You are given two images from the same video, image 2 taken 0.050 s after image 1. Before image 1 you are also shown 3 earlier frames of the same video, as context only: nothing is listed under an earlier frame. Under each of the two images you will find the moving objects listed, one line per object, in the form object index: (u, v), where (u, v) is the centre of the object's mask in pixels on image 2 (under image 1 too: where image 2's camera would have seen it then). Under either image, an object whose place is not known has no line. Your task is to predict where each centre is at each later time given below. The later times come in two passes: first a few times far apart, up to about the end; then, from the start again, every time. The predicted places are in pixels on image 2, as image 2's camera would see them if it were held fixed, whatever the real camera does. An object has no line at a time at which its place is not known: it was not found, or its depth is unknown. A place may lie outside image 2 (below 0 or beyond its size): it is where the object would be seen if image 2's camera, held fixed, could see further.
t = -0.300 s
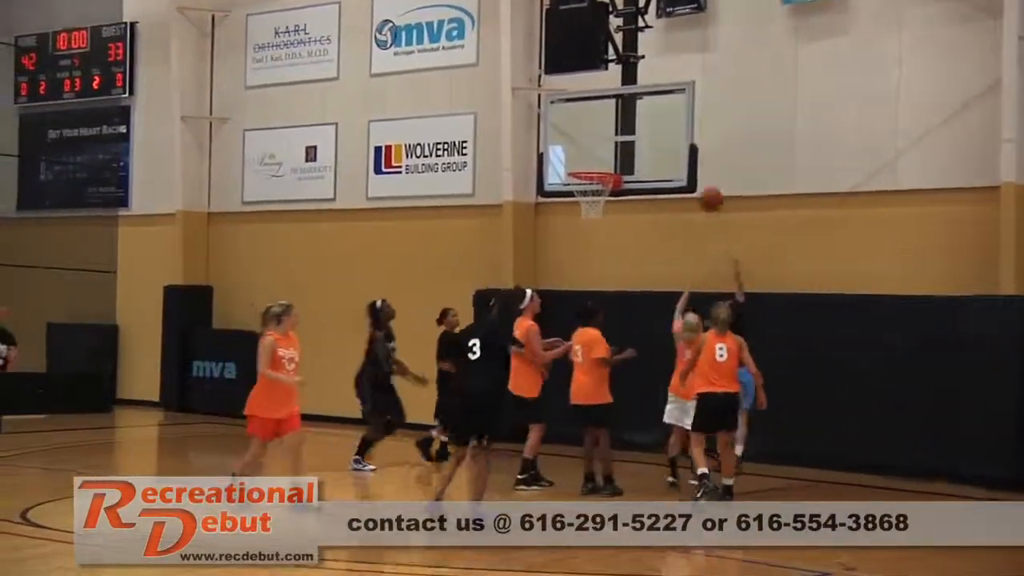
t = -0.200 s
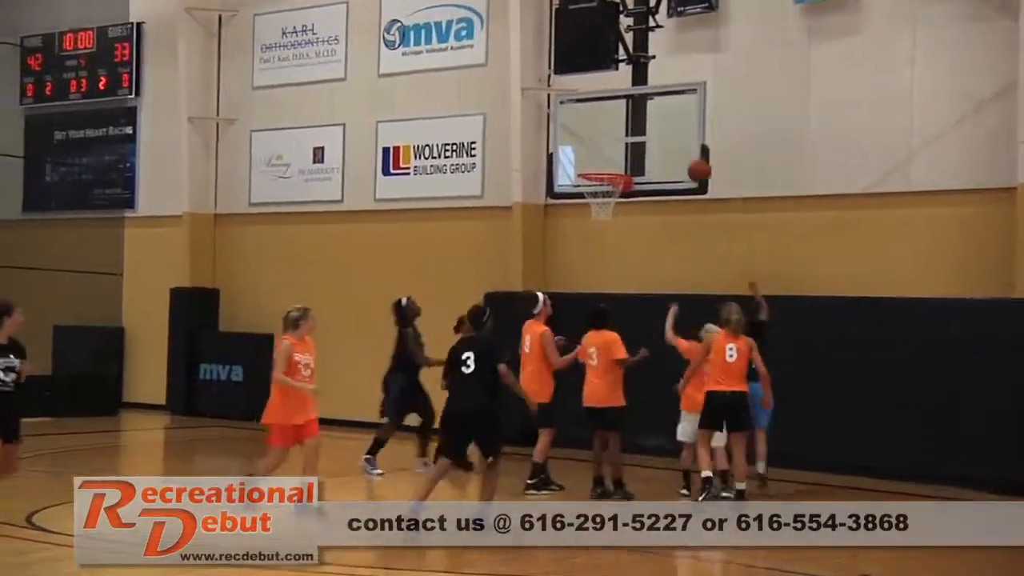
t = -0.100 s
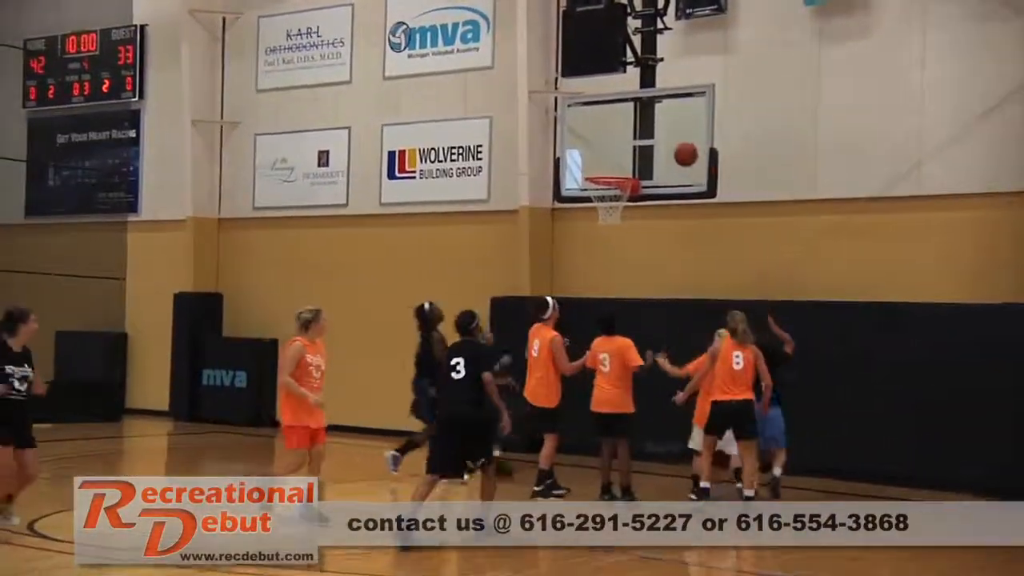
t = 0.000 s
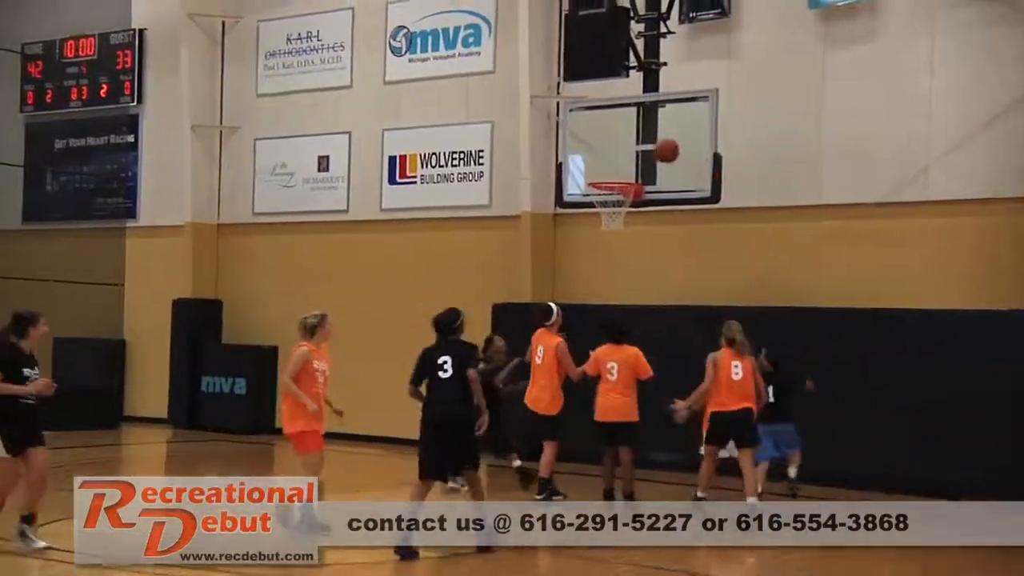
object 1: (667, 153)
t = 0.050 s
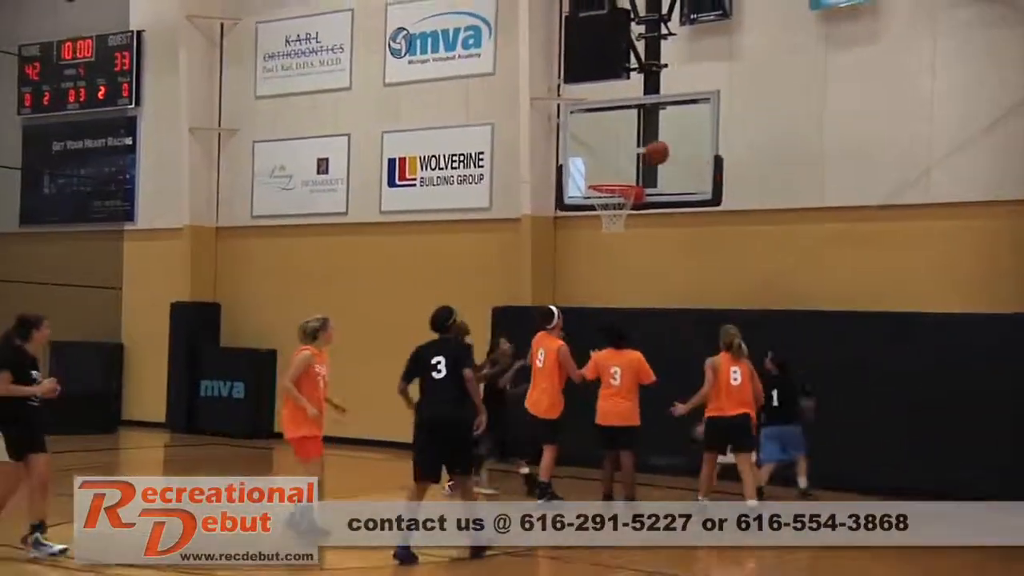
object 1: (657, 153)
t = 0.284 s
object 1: (606, 178)
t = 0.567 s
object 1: (629, 222)
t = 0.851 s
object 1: (630, 281)
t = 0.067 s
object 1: (653, 153)
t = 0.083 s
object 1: (650, 153)
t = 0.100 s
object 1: (646, 154)
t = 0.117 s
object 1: (644, 155)
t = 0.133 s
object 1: (639, 157)
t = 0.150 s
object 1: (637, 159)
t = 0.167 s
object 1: (635, 161)
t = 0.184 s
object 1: (628, 163)
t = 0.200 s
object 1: (624, 166)
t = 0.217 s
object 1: (620, 169)
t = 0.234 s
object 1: (617, 171)
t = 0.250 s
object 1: (613, 174)
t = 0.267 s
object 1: (610, 177)
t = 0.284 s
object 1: (606, 178)
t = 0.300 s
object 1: (604, 180)
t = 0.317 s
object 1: (604, 189)
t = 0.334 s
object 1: (607, 194)
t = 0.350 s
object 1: (611, 197)
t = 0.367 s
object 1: (613, 199)
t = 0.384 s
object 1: (615, 200)
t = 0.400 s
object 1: (617, 206)
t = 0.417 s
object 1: (619, 211)
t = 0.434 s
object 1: (621, 215)
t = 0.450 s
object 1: (623, 216)
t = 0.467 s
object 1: (625, 218)
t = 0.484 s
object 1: (625, 217)
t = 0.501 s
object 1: (627, 219)
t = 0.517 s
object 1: (628, 219)
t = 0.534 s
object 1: (628, 220)
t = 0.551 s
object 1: (628, 222)
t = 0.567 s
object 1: (629, 222)
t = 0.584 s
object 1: (629, 224)
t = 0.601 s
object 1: (629, 225)
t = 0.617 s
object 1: (629, 227)
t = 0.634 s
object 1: (629, 229)
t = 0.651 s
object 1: (630, 231)
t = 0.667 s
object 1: (630, 234)
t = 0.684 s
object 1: (630, 237)
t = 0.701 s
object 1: (630, 240)
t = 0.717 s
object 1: (630, 245)
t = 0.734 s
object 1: (630, 249)
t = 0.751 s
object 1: (630, 252)
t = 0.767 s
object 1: (630, 256)
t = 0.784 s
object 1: (630, 261)
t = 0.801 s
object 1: (630, 265)
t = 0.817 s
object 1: (630, 271)
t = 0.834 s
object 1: (630, 276)
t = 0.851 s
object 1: (630, 281)
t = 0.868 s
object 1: (630, 288)
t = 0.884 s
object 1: (631, 294)
